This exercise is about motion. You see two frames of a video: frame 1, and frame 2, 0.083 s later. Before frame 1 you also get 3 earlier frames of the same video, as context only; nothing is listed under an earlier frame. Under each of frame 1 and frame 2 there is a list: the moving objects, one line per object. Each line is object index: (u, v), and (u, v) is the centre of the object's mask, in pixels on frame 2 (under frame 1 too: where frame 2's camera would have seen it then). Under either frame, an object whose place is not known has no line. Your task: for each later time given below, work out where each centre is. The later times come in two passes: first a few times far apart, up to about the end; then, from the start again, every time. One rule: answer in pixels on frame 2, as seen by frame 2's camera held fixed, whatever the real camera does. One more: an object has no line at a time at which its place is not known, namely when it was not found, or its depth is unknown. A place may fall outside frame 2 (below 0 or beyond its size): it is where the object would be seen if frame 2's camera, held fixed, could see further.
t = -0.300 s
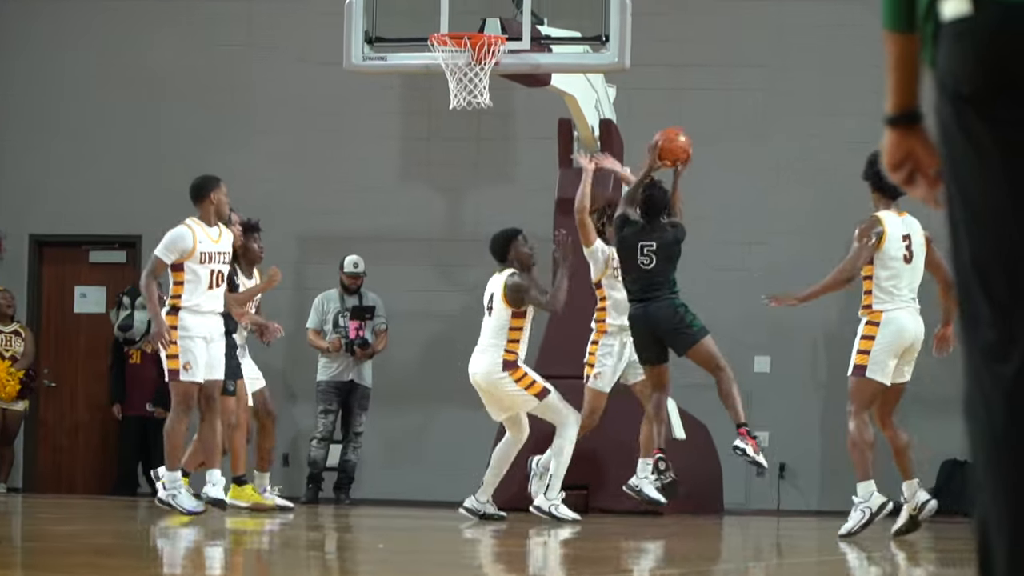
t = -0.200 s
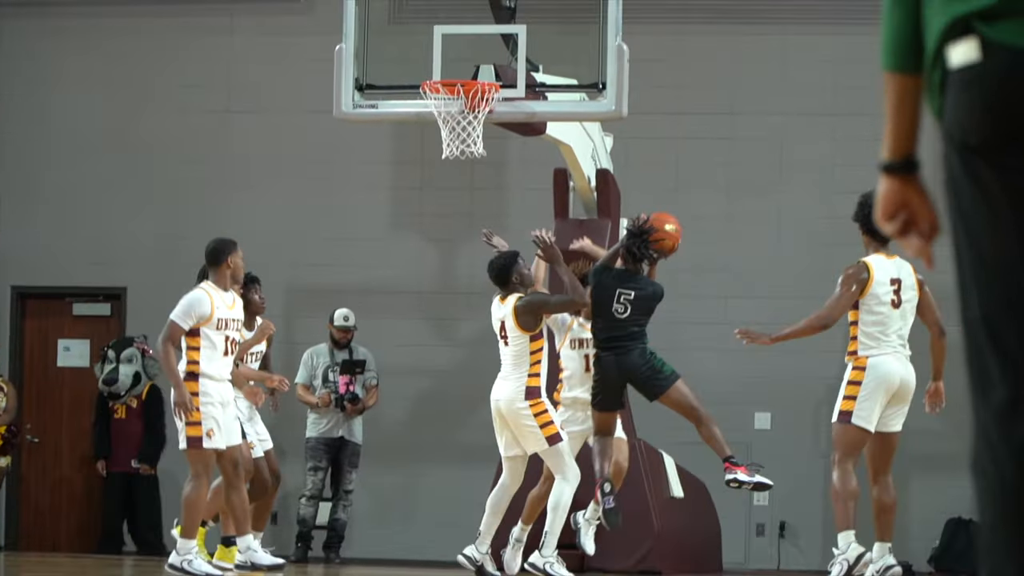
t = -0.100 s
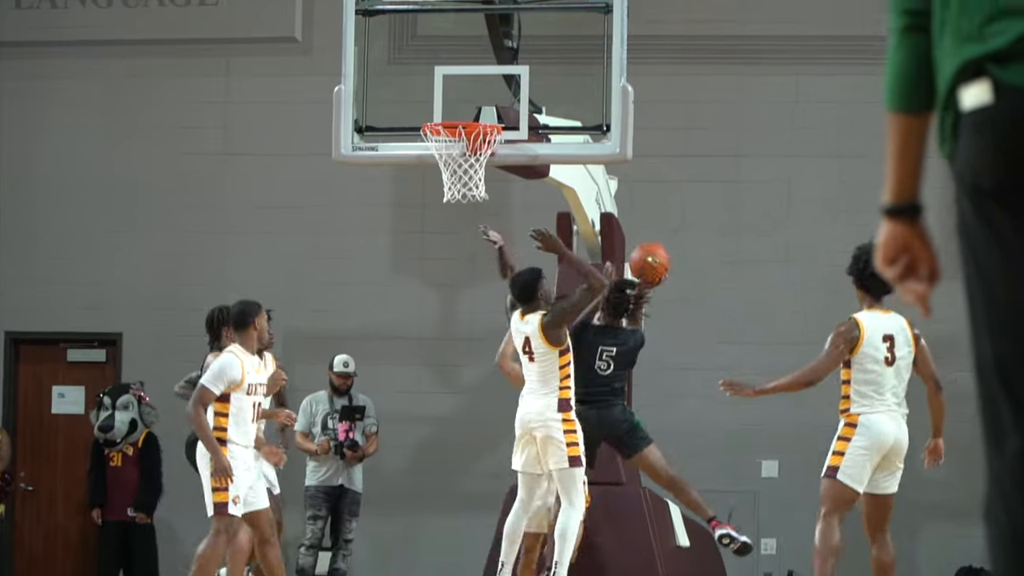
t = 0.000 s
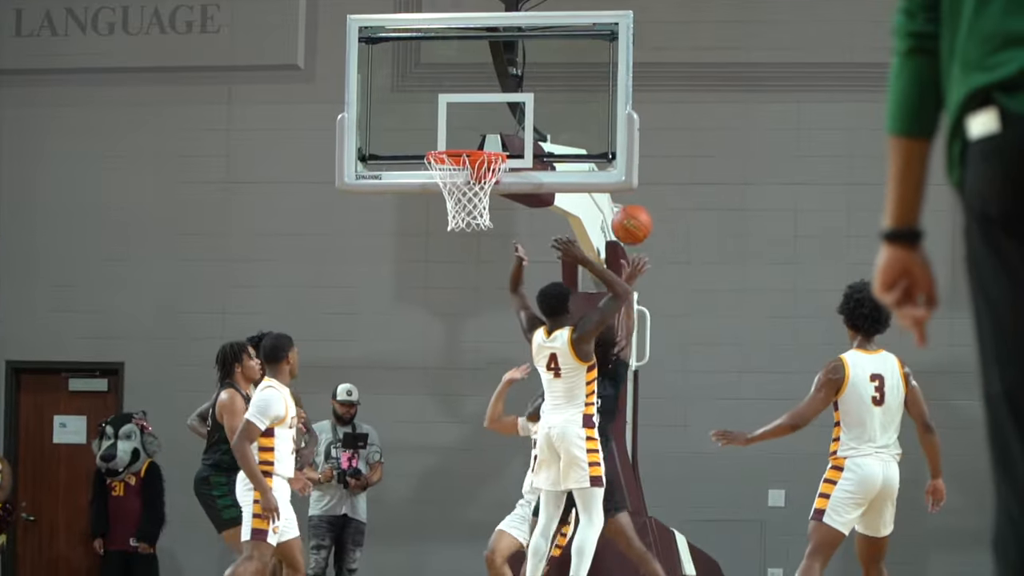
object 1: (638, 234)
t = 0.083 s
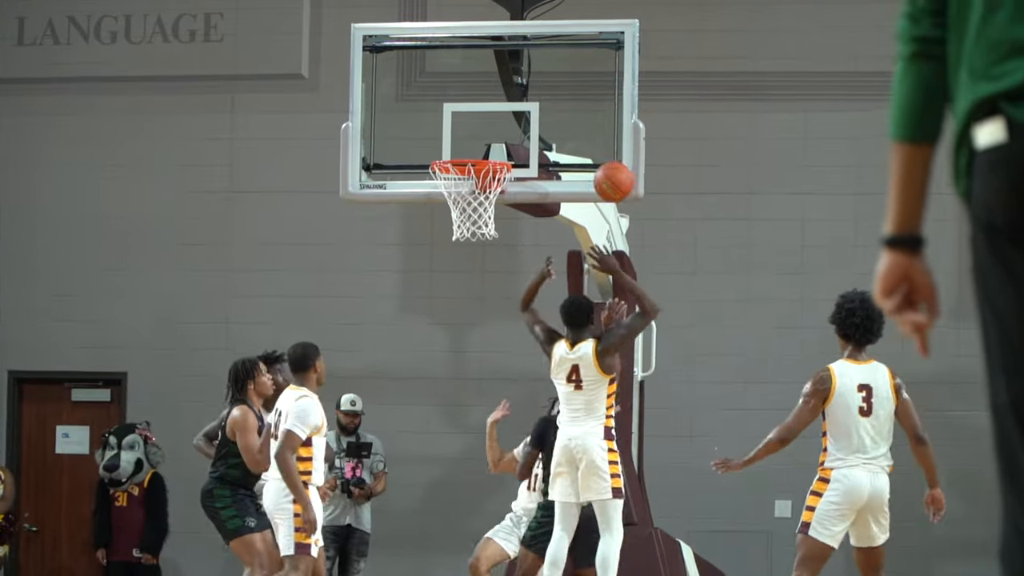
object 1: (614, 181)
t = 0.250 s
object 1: (568, 112)
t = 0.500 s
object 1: (499, 93)
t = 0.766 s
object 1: (404, 165)
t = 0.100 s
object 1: (609, 172)
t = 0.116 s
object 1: (604, 164)
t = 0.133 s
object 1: (600, 155)
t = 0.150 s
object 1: (595, 148)
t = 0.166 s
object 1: (591, 141)
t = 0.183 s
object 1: (586, 134)
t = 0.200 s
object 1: (581, 127)
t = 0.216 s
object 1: (577, 122)
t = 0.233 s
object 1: (573, 116)
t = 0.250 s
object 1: (568, 112)
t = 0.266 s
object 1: (564, 108)
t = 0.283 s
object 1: (559, 104)
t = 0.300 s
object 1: (555, 100)
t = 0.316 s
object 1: (550, 98)
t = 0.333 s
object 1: (546, 96)
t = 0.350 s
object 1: (541, 93)
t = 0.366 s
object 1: (537, 92)
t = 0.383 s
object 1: (532, 90)
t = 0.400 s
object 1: (527, 90)
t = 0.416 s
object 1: (523, 90)
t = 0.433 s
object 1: (518, 90)
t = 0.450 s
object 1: (514, 90)
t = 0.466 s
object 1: (511, 91)
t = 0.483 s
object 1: (505, 92)
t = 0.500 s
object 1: (499, 93)
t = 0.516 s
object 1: (493, 94)
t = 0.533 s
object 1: (487, 96)
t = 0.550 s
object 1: (481, 98)
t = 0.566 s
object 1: (476, 100)
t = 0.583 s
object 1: (470, 103)
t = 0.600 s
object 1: (464, 107)
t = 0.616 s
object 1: (458, 111)
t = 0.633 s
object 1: (452, 116)
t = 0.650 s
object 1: (446, 121)
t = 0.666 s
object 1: (440, 126)
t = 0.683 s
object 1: (434, 132)
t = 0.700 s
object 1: (428, 138)
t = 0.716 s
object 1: (423, 145)
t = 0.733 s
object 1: (417, 151)
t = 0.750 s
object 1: (411, 158)
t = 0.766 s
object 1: (404, 165)
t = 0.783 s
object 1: (398, 173)
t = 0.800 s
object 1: (392, 182)
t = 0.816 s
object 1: (389, 186)
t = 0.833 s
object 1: (383, 195)
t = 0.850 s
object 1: (377, 204)
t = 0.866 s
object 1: (370, 214)
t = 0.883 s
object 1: (365, 224)
